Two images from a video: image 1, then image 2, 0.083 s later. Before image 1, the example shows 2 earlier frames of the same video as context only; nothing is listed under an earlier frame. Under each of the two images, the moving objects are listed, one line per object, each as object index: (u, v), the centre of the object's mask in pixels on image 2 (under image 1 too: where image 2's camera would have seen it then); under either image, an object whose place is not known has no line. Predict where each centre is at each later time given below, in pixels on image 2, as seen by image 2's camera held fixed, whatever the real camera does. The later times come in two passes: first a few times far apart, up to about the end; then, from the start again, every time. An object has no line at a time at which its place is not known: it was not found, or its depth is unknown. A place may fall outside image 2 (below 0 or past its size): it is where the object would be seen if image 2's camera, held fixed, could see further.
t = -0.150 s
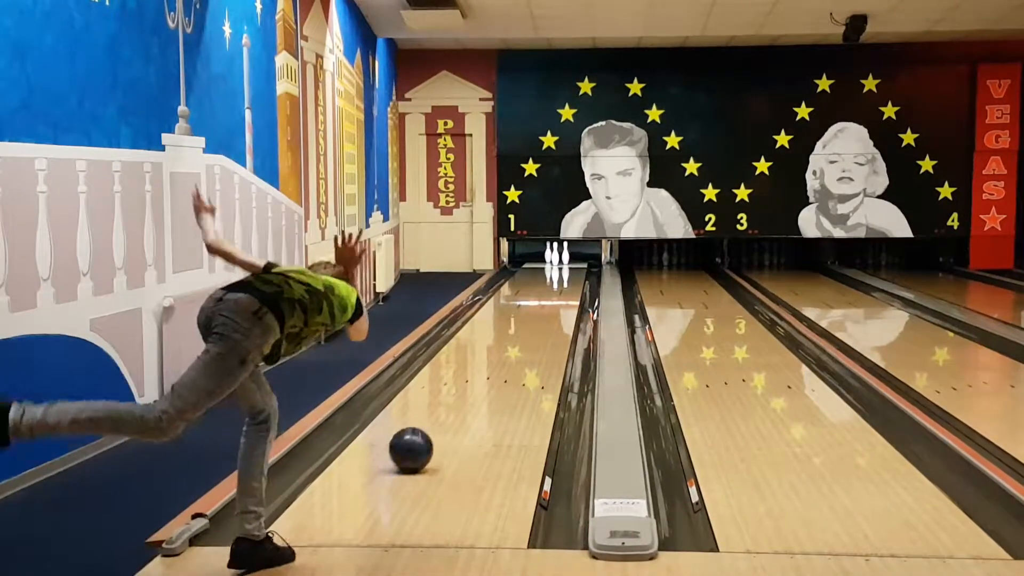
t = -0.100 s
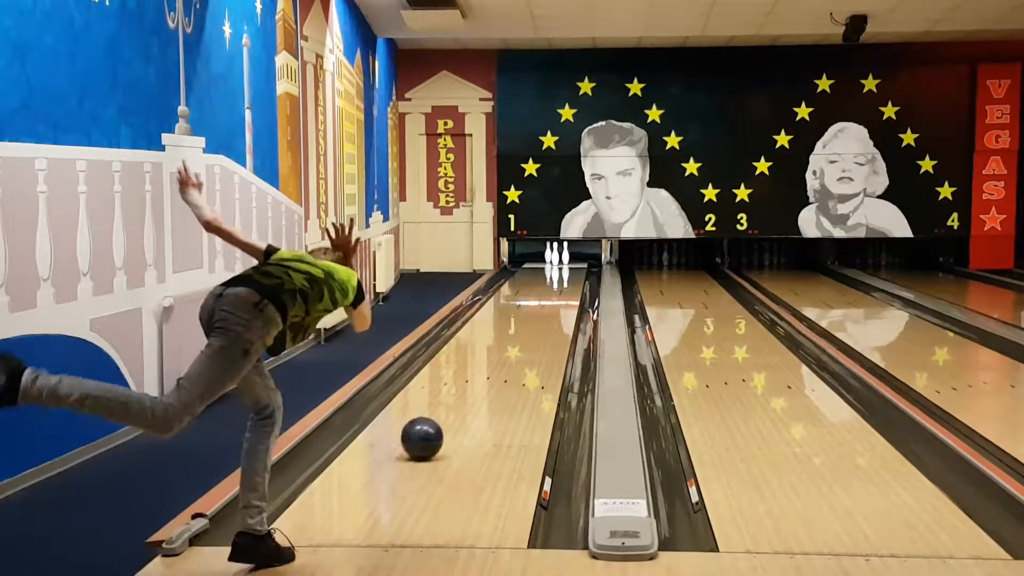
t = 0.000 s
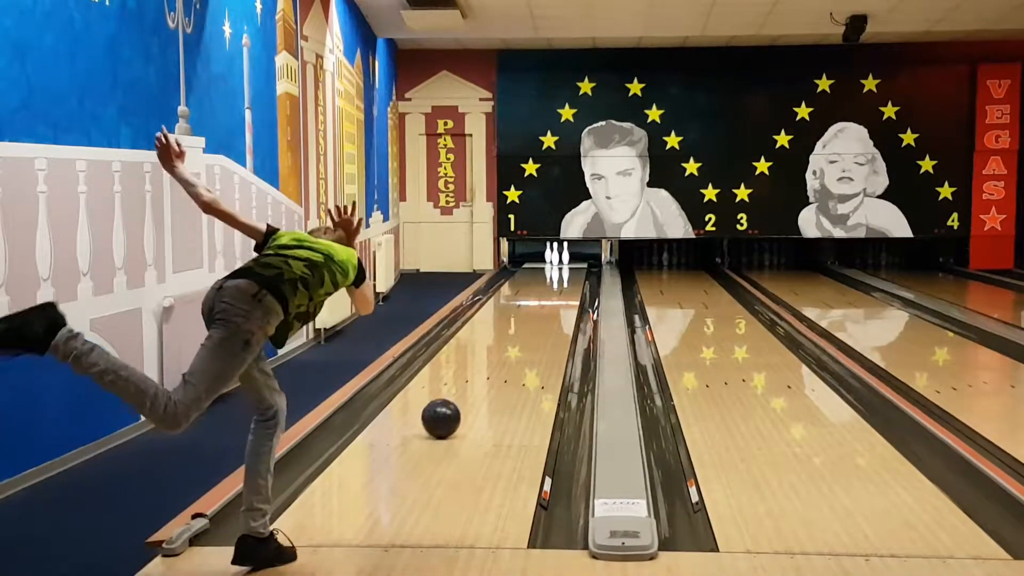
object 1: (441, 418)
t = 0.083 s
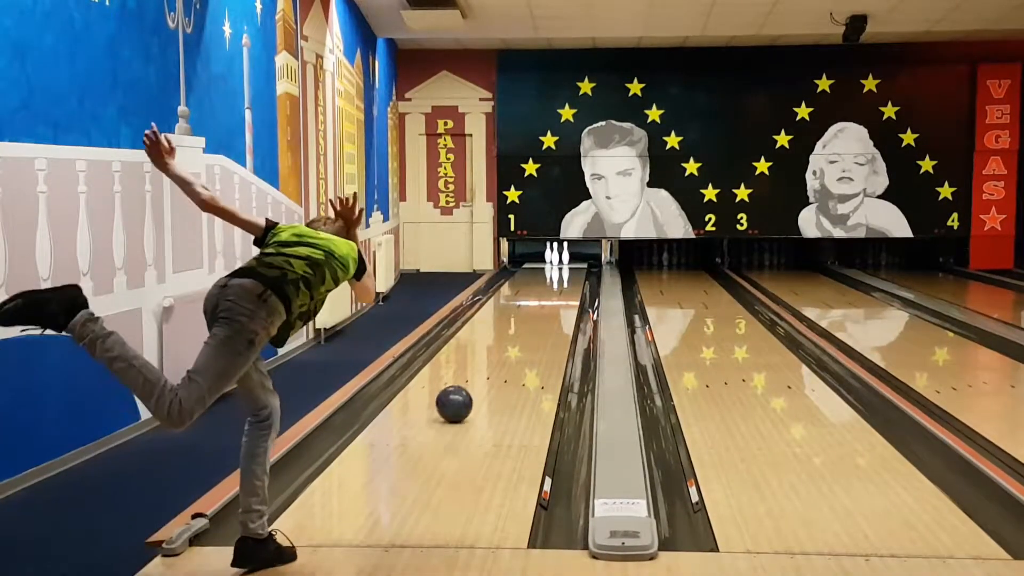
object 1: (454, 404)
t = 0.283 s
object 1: (479, 376)
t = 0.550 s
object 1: (503, 348)
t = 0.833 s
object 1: (520, 326)
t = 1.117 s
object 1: (533, 310)
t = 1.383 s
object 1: (542, 297)
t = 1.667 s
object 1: (549, 286)
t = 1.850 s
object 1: (552, 280)
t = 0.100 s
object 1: (457, 401)
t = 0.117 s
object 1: (459, 399)
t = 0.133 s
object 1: (461, 396)
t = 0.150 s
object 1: (463, 394)
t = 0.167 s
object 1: (466, 391)
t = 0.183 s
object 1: (468, 389)
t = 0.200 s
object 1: (470, 387)
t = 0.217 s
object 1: (472, 384)
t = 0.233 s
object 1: (474, 382)
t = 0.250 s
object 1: (476, 380)
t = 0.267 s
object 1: (478, 378)
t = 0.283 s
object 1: (479, 376)
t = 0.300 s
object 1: (481, 374)
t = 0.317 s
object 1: (483, 372)
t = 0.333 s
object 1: (485, 370)
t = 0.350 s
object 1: (486, 368)
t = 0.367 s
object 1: (488, 366)
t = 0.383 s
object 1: (490, 364)
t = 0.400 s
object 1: (491, 363)
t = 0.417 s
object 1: (492, 361)
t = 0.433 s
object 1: (494, 359)
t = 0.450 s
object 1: (495, 357)
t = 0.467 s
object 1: (496, 356)
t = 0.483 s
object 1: (498, 354)
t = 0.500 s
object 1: (499, 353)
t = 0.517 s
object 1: (500, 351)
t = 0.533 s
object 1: (502, 350)
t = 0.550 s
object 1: (503, 348)
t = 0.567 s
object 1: (504, 347)
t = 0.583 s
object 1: (505, 345)
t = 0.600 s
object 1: (506, 344)
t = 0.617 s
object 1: (508, 342)
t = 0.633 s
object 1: (509, 341)
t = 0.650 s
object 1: (510, 339)
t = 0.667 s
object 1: (511, 338)
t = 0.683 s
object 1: (512, 337)
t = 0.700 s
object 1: (513, 336)
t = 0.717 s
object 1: (514, 334)
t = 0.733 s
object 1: (515, 333)
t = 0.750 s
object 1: (516, 332)
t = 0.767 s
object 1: (517, 331)
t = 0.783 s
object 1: (518, 330)
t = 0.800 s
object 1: (519, 329)
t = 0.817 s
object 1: (520, 327)
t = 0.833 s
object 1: (520, 326)
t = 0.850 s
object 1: (521, 325)
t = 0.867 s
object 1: (522, 324)
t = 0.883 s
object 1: (523, 323)
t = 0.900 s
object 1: (524, 322)
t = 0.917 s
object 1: (525, 321)
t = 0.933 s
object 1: (525, 320)
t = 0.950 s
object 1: (526, 319)
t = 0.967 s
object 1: (527, 318)
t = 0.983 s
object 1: (528, 317)
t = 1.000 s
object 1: (528, 316)
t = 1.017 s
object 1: (529, 315)
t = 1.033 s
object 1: (530, 314)
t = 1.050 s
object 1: (531, 313)
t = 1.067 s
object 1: (531, 312)
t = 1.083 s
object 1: (532, 311)
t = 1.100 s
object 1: (533, 310)
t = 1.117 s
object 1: (533, 310)
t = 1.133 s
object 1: (534, 309)
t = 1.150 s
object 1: (535, 308)
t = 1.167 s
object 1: (535, 307)
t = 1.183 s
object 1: (536, 306)
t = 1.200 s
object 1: (536, 305)
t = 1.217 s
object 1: (537, 304)
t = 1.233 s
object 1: (538, 304)
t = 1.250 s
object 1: (538, 303)
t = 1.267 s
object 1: (539, 302)
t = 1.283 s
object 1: (539, 301)
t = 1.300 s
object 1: (540, 301)
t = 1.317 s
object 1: (540, 300)
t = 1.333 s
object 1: (541, 299)
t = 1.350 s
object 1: (541, 298)
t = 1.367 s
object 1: (542, 298)
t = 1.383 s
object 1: (542, 297)
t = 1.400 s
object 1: (543, 296)
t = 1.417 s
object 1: (543, 295)
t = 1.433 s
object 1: (544, 295)
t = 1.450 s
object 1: (544, 294)
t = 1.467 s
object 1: (544, 293)
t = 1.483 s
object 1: (545, 292)
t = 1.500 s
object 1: (545, 292)
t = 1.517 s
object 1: (545, 292)
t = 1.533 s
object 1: (546, 291)
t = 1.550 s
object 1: (547, 290)
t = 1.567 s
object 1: (547, 290)
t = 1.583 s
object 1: (547, 289)
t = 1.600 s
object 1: (548, 288)
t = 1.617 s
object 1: (548, 288)
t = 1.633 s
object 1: (549, 287)
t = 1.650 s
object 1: (549, 287)
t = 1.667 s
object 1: (549, 286)
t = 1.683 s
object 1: (549, 286)
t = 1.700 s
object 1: (550, 285)
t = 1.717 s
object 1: (550, 284)
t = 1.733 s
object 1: (551, 284)
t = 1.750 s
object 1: (551, 283)
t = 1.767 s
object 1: (551, 283)
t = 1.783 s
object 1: (551, 282)
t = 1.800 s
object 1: (552, 282)
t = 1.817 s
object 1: (552, 281)
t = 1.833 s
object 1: (552, 281)
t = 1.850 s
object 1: (552, 280)
